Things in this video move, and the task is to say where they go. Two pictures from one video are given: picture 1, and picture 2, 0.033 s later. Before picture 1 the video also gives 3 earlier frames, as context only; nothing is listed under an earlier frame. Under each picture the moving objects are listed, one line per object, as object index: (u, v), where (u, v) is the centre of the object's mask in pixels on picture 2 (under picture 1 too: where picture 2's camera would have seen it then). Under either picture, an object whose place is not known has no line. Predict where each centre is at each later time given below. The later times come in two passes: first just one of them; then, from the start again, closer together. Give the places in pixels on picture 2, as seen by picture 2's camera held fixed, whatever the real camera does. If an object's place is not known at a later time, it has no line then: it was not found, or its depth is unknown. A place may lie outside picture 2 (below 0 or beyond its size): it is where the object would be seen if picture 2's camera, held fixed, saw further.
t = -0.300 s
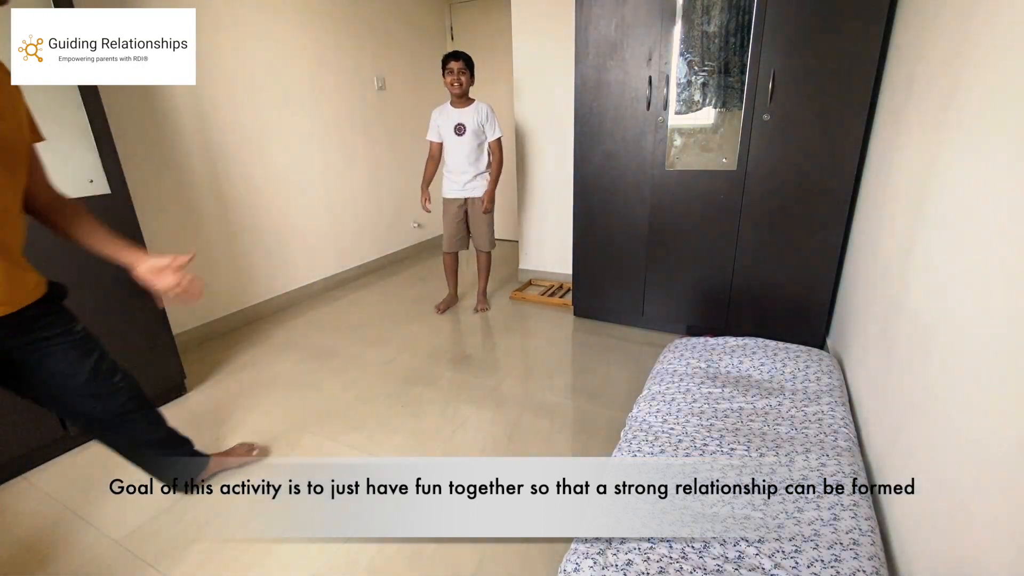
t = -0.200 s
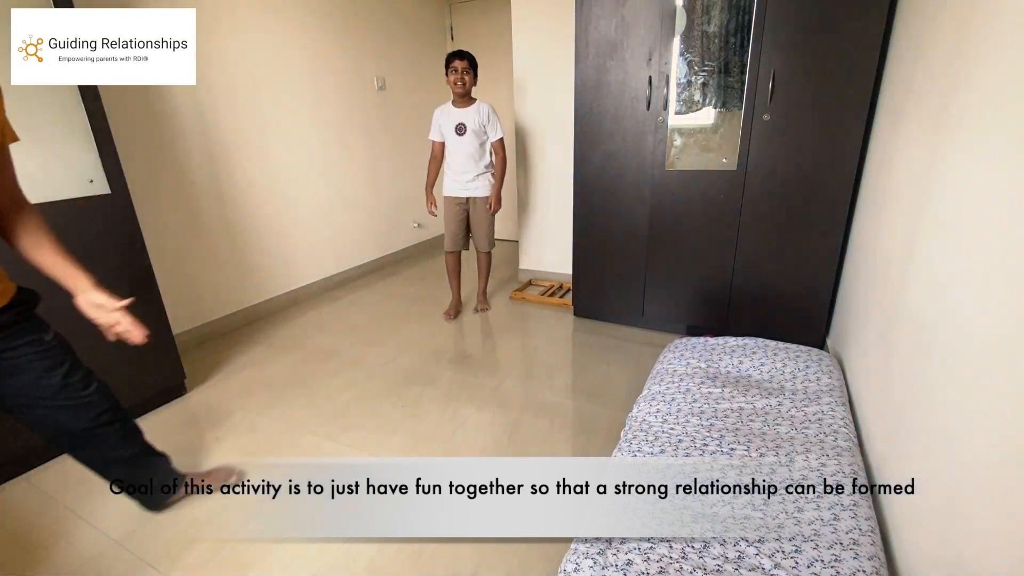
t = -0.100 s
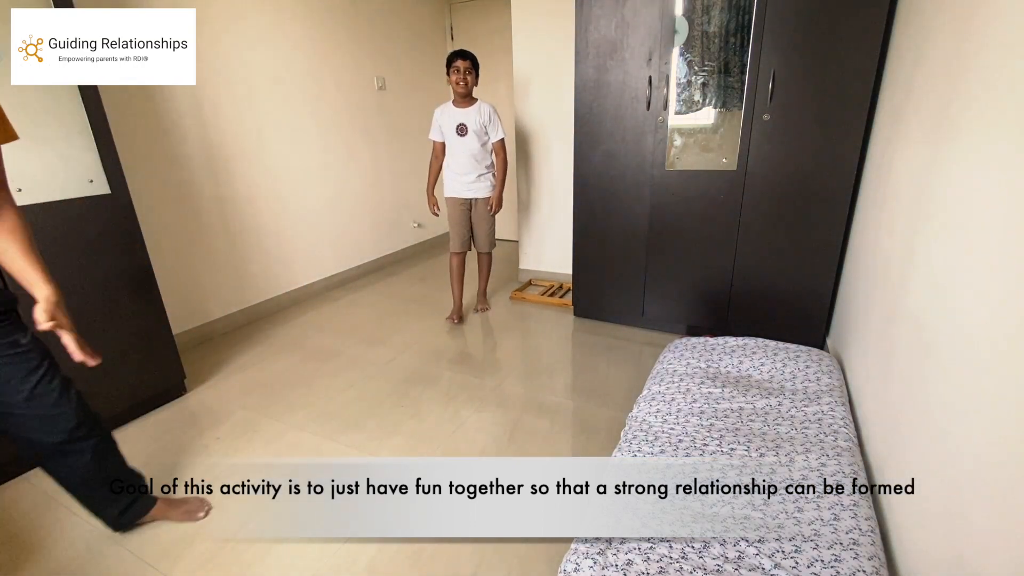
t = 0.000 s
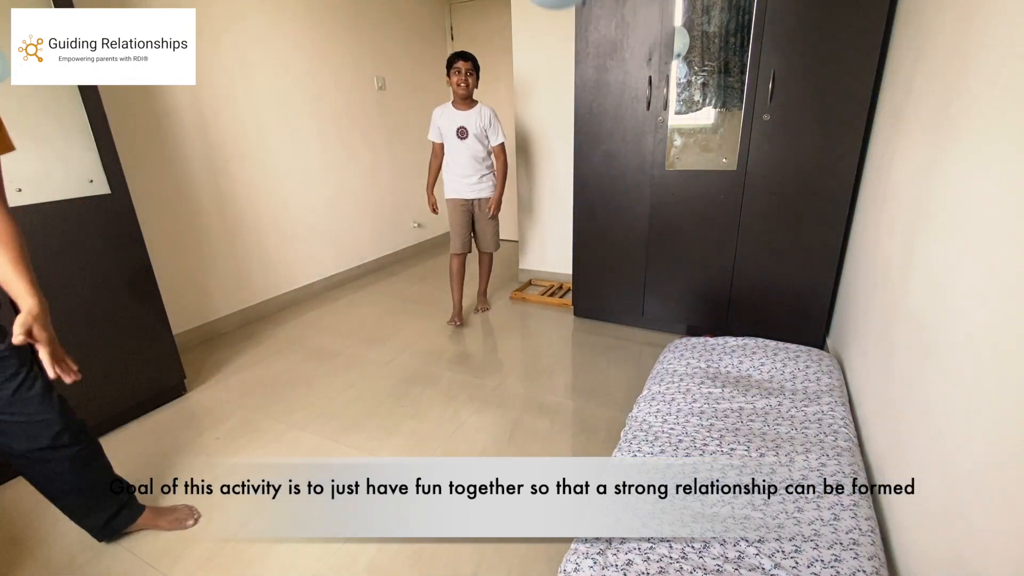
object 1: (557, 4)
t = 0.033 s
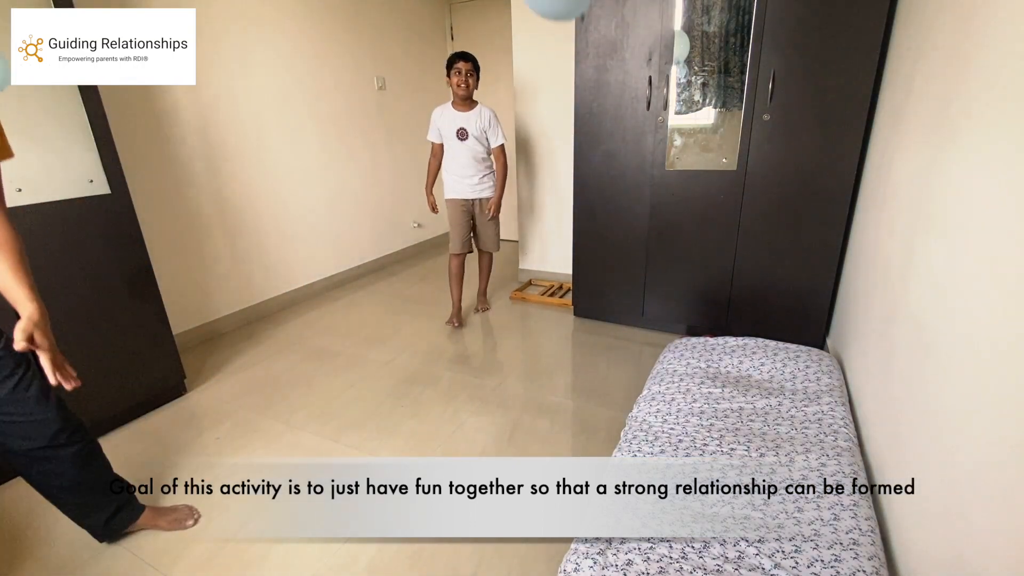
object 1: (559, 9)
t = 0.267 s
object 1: (572, 63)
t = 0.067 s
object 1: (560, 14)
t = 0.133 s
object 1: (564, 25)
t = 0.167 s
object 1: (565, 31)
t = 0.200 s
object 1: (568, 38)
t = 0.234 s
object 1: (570, 49)
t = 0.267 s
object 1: (572, 63)
